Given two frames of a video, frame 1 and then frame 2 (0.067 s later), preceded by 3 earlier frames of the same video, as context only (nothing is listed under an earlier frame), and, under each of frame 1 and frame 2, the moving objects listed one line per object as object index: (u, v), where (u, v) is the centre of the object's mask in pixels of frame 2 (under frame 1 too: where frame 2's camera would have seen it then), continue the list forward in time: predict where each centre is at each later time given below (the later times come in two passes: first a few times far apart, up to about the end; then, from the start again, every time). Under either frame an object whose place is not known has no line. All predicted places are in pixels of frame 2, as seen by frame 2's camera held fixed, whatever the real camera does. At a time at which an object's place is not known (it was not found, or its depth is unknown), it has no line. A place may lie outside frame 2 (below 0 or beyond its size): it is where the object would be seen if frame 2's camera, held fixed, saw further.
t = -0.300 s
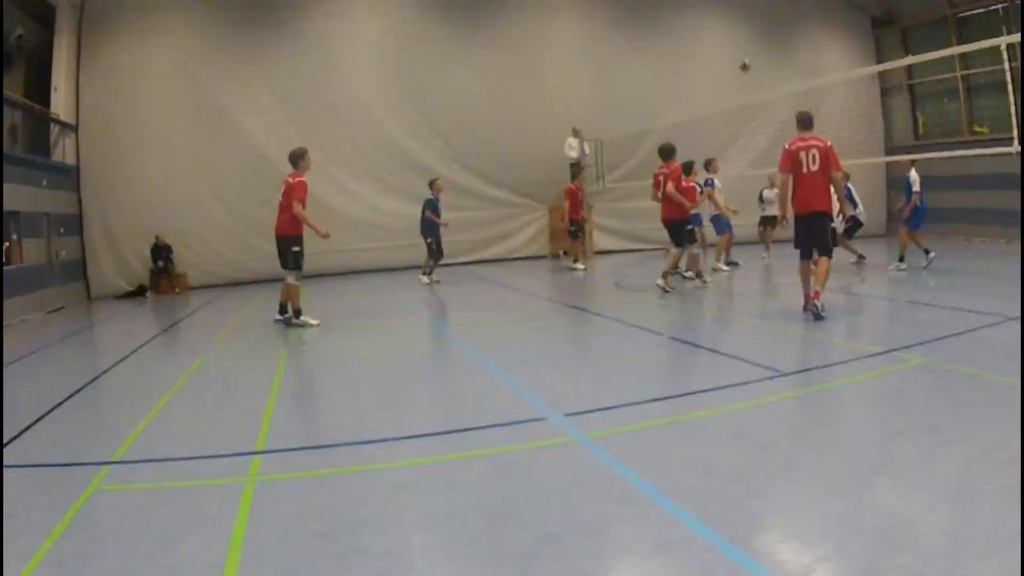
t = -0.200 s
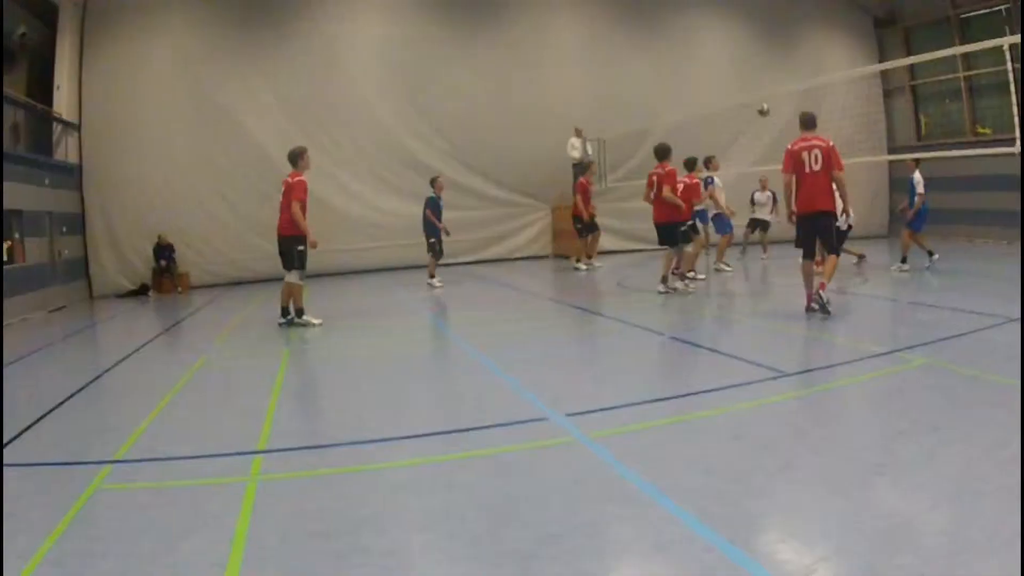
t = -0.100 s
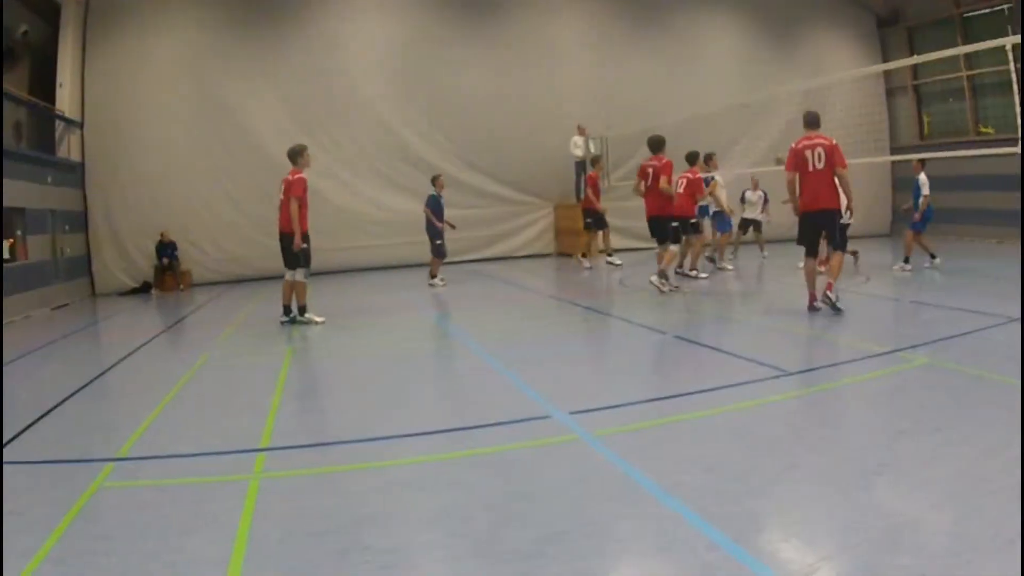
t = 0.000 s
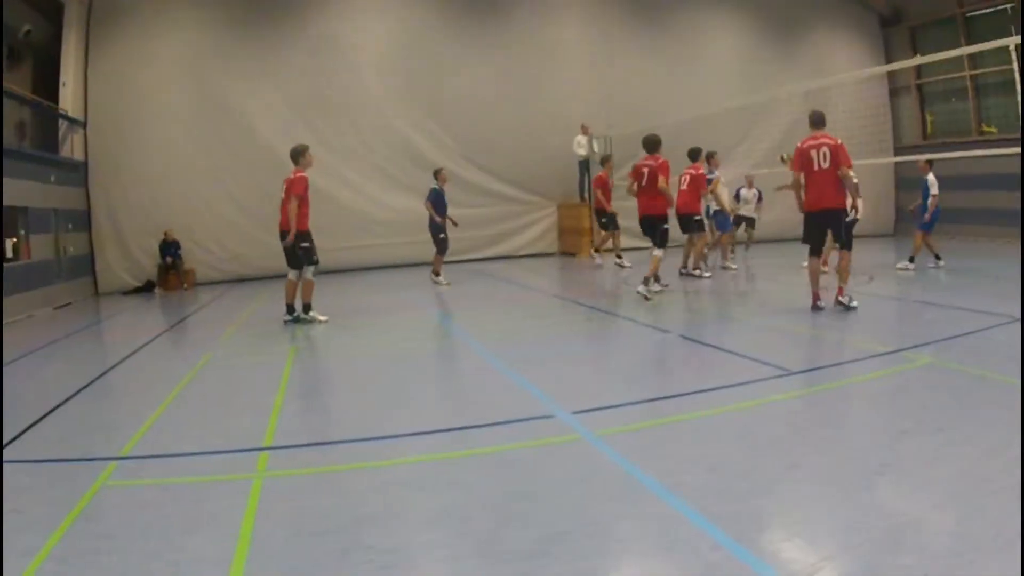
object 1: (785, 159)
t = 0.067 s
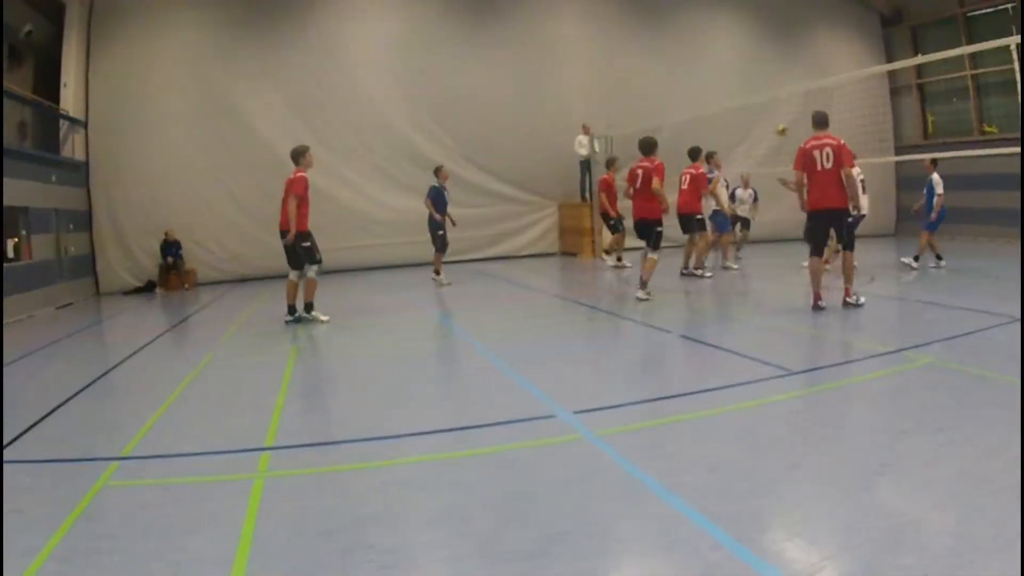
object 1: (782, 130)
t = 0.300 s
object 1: (764, 59)
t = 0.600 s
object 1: (745, 23)
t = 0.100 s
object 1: (778, 118)
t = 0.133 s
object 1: (776, 106)
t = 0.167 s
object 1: (774, 97)
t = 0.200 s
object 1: (772, 84)
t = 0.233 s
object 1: (769, 77)
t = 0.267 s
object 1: (767, 67)
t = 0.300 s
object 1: (764, 59)
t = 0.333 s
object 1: (762, 53)
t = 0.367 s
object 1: (759, 47)
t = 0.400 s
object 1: (757, 42)
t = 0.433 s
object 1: (754, 36)
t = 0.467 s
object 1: (753, 32)
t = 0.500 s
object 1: (750, 29)
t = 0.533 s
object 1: (748, 26)
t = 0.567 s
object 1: (747, 24)
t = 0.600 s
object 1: (745, 23)
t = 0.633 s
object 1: (743, 22)
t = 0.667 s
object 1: (743, 21)
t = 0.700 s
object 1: (742, 20)
